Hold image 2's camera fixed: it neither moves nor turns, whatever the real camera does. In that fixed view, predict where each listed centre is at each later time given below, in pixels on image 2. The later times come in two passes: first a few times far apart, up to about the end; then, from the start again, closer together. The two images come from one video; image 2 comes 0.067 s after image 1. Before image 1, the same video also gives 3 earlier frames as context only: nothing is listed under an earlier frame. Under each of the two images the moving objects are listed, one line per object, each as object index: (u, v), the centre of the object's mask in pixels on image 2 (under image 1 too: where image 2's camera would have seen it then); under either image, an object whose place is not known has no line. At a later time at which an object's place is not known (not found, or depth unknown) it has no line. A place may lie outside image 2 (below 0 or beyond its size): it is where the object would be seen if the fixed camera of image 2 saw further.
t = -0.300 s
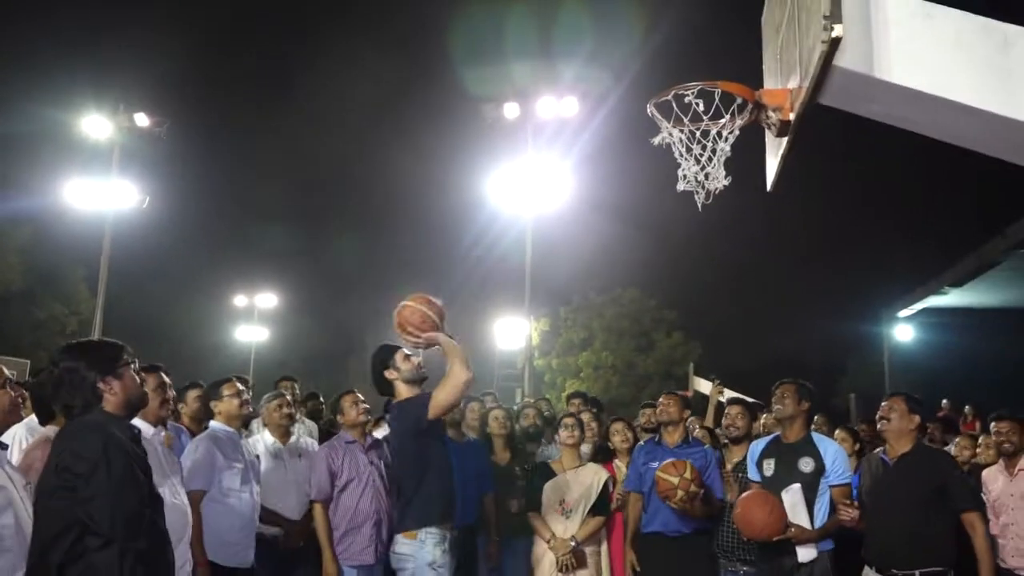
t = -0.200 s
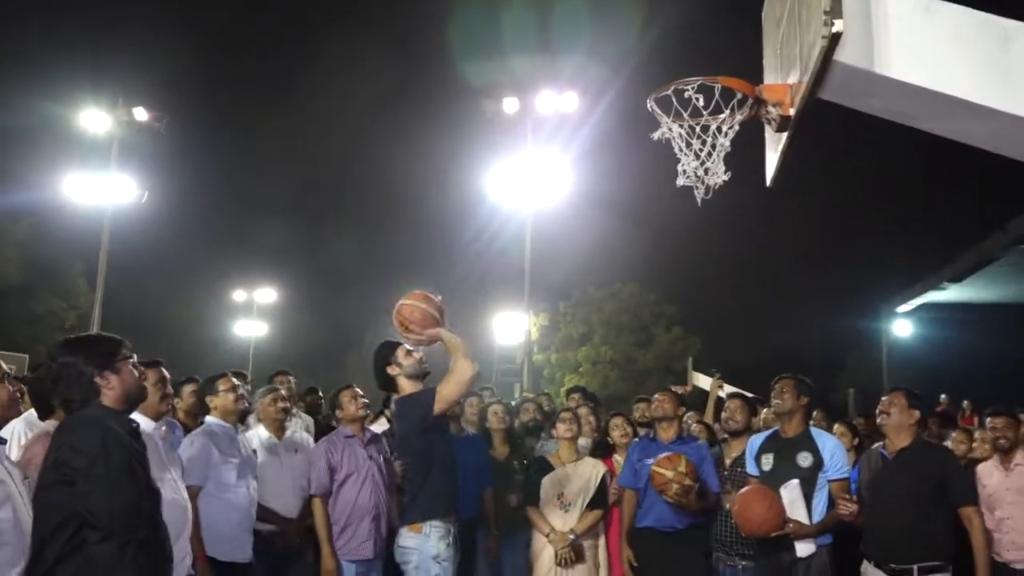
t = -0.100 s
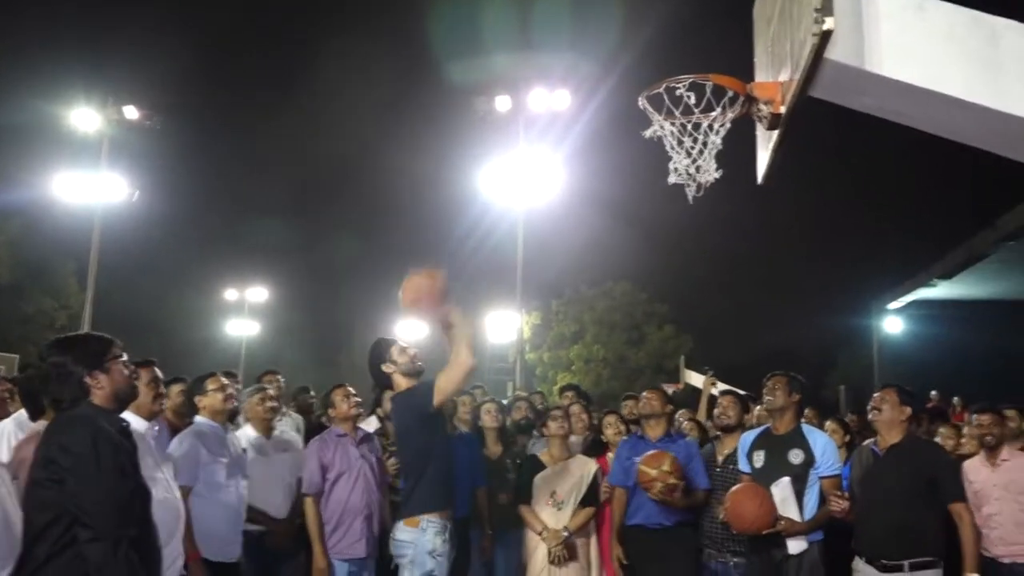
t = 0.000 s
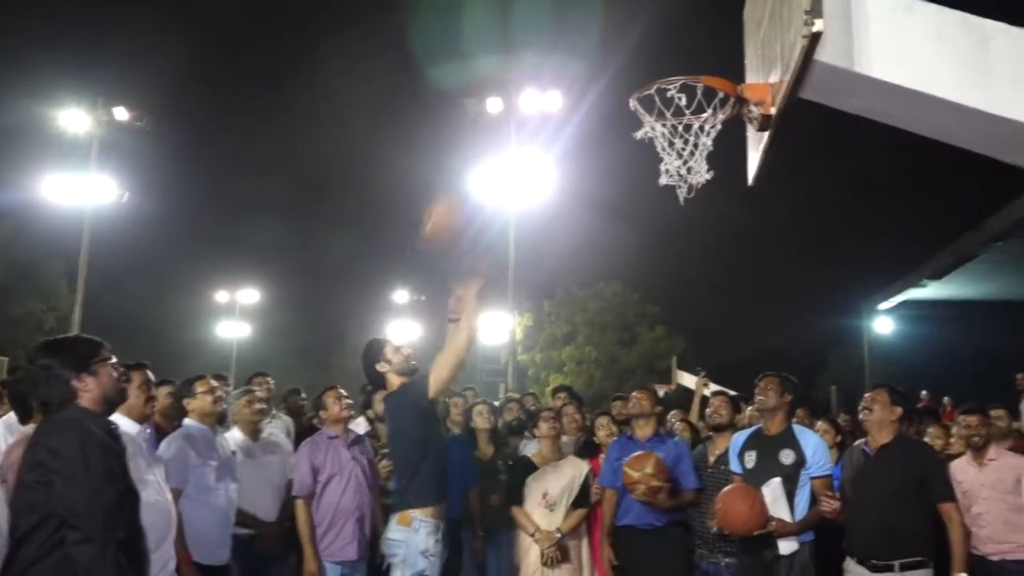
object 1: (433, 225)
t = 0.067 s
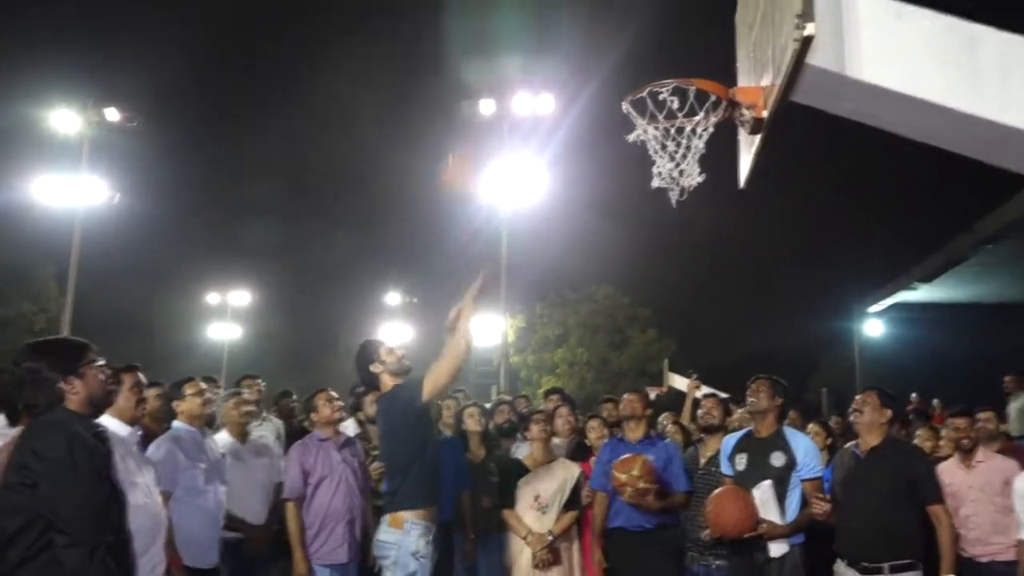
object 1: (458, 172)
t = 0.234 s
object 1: (521, 76)
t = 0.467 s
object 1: (600, 38)
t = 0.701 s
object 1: (686, 90)
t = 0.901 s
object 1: (697, 197)
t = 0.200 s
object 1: (510, 96)
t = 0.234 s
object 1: (521, 76)
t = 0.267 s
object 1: (529, 67)
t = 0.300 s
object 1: (541, 60)
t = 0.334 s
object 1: (554, 48)
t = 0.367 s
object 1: (567, 41)
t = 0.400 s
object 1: (578, 38)
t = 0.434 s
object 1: (587, 38)
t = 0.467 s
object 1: (600, 38)
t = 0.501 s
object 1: (612, 40)
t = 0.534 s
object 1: (625, 45)
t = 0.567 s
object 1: (637, 51)
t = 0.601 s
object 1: (647, 57)
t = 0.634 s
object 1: (657, 63)
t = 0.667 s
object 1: (669, 69)
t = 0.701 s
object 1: (686, 90)
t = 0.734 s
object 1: (697, 112)
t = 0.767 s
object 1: (702, 133)
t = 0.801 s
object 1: (703, 150)
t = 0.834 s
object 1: (703, 163)
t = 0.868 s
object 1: (700, 184)
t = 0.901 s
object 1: (697, 197)
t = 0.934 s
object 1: (695, 212)
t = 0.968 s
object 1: (692, 238)
